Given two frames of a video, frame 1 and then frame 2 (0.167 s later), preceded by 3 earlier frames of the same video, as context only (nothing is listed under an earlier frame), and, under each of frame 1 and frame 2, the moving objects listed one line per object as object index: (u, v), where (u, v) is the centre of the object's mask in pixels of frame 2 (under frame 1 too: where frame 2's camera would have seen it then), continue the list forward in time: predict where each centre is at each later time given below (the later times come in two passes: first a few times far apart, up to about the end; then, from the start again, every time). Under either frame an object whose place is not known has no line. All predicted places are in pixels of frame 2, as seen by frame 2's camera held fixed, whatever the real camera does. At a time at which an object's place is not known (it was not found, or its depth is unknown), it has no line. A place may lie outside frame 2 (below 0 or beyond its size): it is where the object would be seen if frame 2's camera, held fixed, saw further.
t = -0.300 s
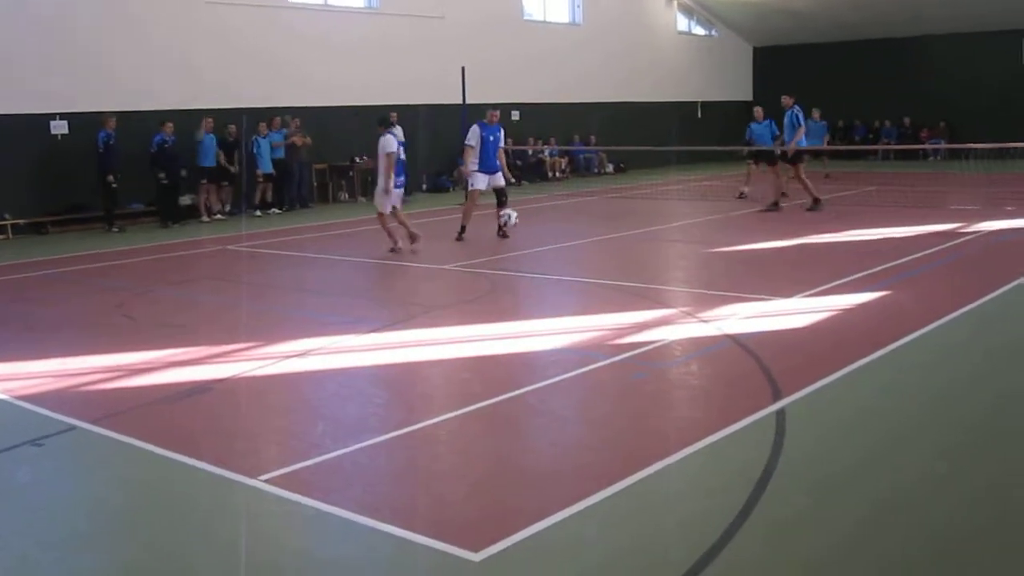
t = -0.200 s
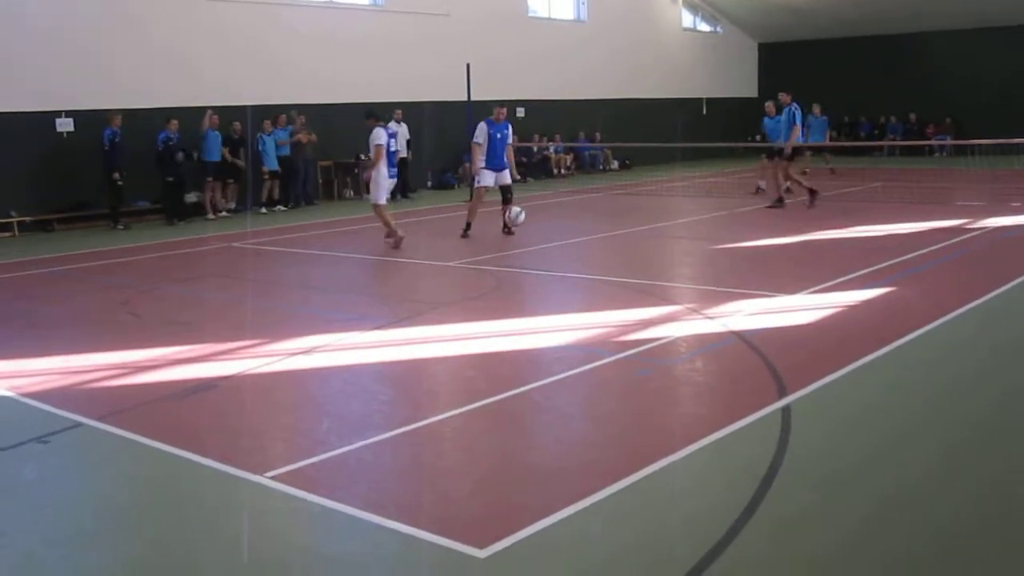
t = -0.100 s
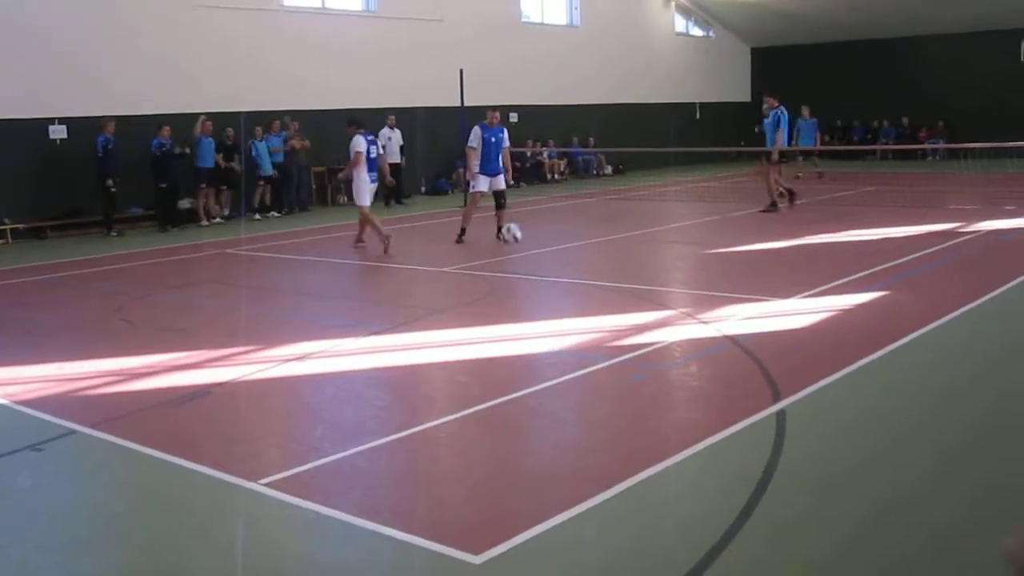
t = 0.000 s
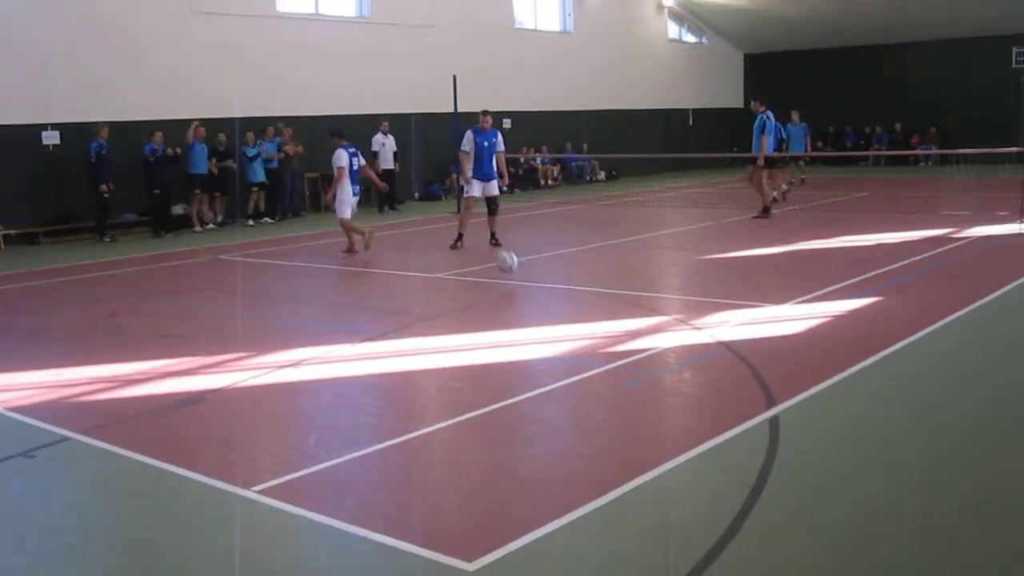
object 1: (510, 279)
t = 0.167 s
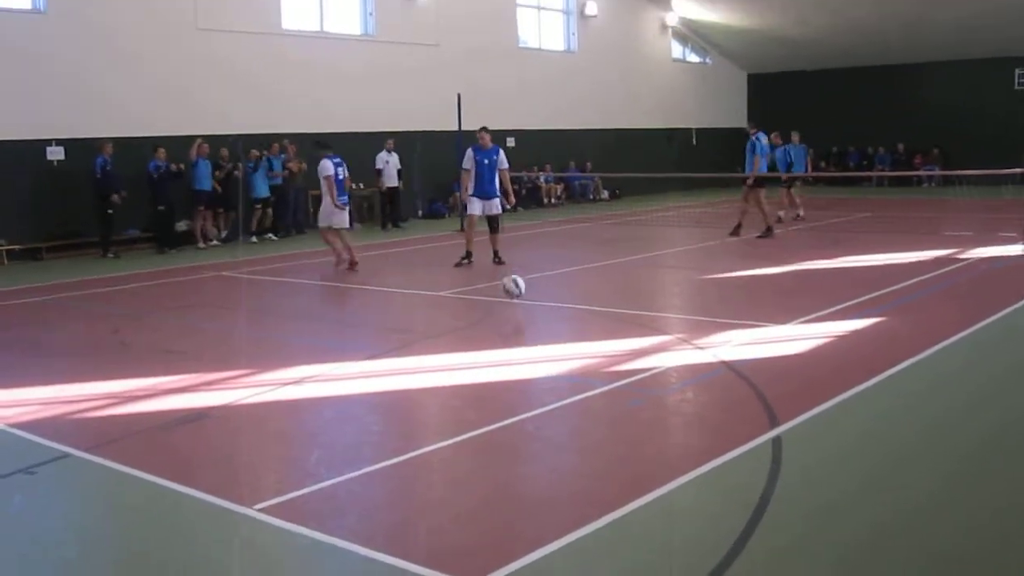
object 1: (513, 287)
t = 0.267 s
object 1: (516, 286)
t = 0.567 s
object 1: (527, 330)
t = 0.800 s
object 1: (538, 367)
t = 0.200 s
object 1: (514, 285)
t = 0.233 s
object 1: (515, 285)
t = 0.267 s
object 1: (516, 286)
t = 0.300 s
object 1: (517, 289)
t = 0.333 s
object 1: (518, 292)
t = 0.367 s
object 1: (519, 298)
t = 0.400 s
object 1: (520, 305)
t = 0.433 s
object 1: (523, 314)
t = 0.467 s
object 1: (523, 324)
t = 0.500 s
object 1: (525, 333)
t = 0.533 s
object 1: (526, 330)
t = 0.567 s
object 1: (527, 330)
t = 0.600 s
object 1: (528, 330)
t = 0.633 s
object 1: (531, 331)
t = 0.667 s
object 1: (532, 334)
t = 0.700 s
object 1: (535, 339)
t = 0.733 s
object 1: (535, 345)
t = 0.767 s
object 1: (536, 355)
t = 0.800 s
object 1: (538, 367)
